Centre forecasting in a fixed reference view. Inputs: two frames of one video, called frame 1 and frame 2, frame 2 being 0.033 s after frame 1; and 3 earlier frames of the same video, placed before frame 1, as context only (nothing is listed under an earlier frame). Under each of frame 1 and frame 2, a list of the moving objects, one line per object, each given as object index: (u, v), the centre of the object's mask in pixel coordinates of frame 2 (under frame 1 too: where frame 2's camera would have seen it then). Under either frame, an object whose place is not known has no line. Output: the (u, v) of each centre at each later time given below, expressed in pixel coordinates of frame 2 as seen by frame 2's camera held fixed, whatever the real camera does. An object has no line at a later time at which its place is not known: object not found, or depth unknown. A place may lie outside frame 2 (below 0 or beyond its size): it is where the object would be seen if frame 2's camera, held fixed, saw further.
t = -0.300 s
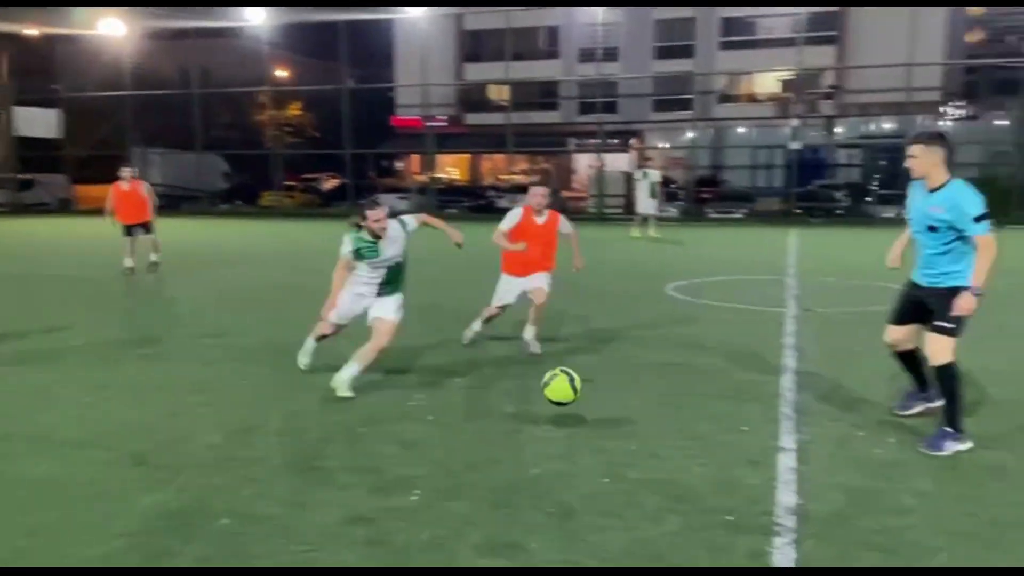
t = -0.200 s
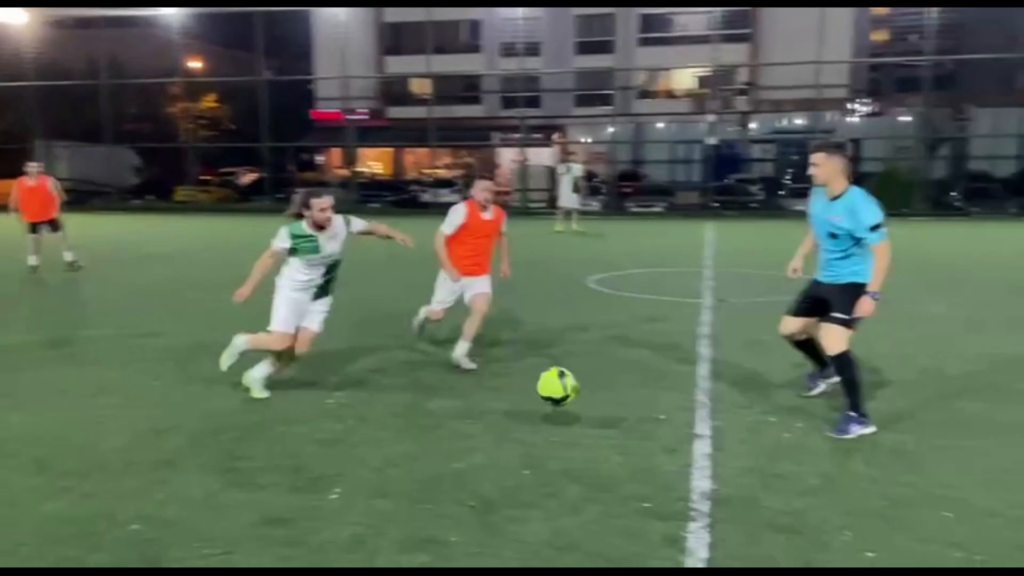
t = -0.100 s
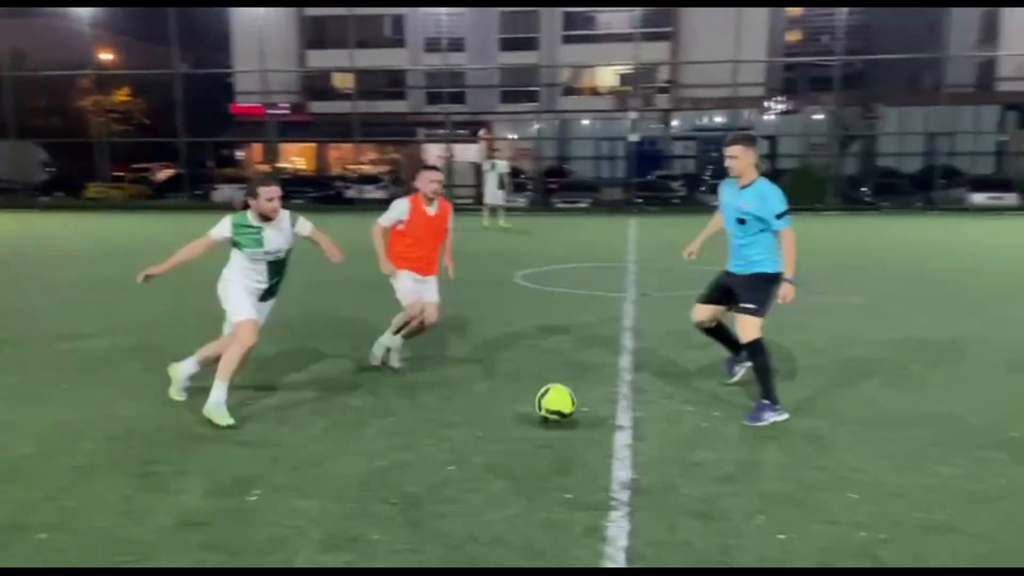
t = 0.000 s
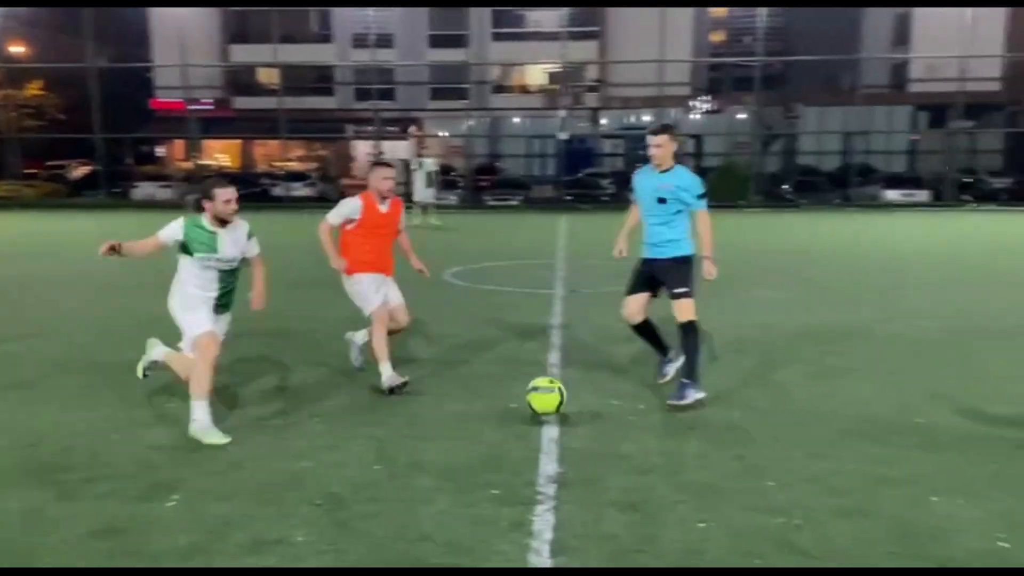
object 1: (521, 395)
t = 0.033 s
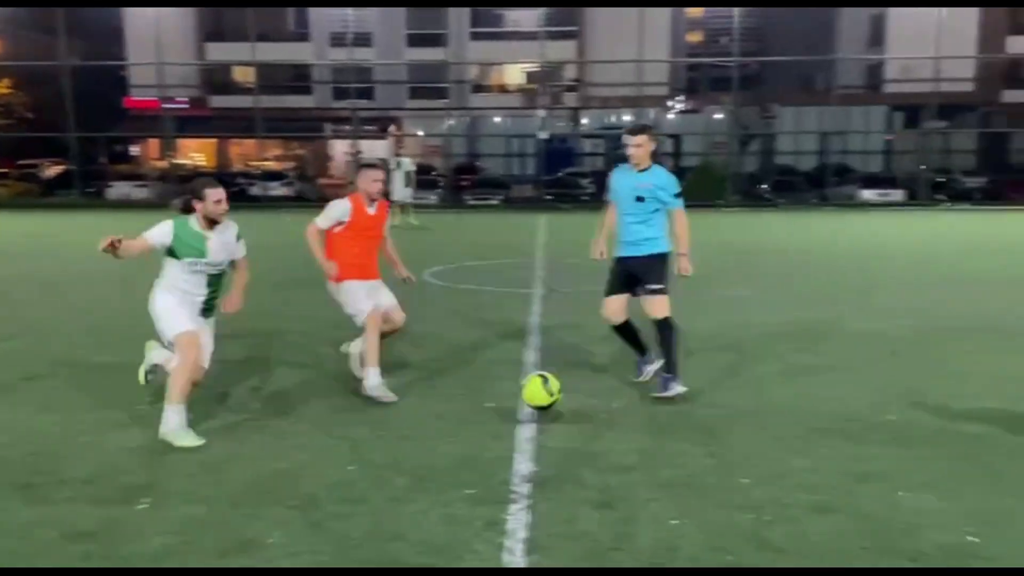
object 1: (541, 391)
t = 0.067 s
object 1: (559, 388)
